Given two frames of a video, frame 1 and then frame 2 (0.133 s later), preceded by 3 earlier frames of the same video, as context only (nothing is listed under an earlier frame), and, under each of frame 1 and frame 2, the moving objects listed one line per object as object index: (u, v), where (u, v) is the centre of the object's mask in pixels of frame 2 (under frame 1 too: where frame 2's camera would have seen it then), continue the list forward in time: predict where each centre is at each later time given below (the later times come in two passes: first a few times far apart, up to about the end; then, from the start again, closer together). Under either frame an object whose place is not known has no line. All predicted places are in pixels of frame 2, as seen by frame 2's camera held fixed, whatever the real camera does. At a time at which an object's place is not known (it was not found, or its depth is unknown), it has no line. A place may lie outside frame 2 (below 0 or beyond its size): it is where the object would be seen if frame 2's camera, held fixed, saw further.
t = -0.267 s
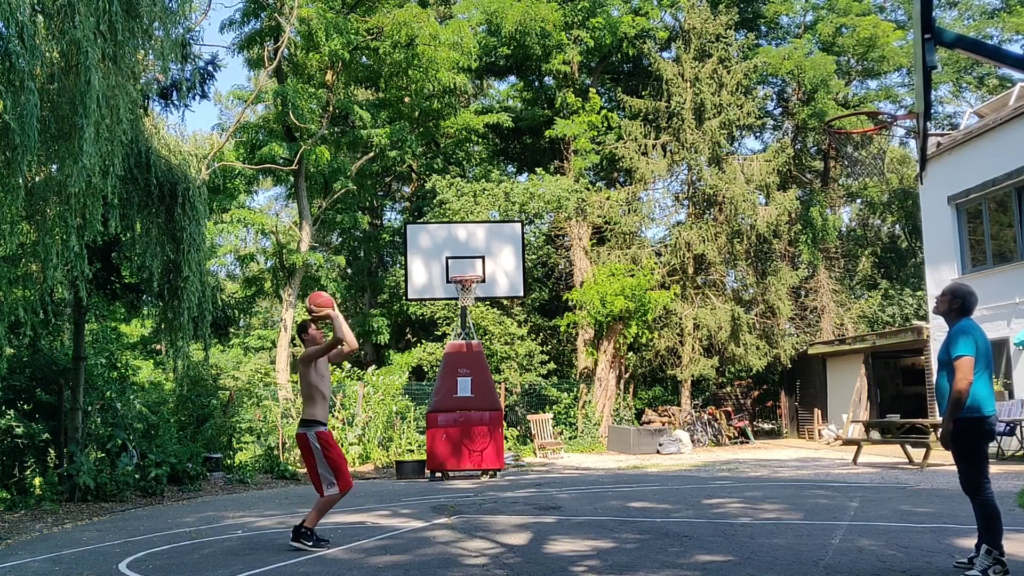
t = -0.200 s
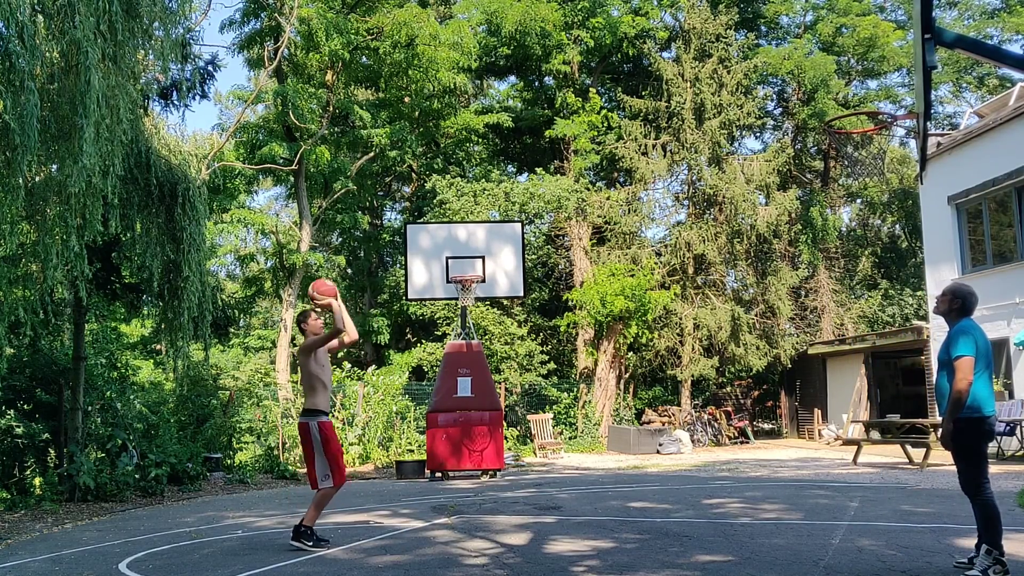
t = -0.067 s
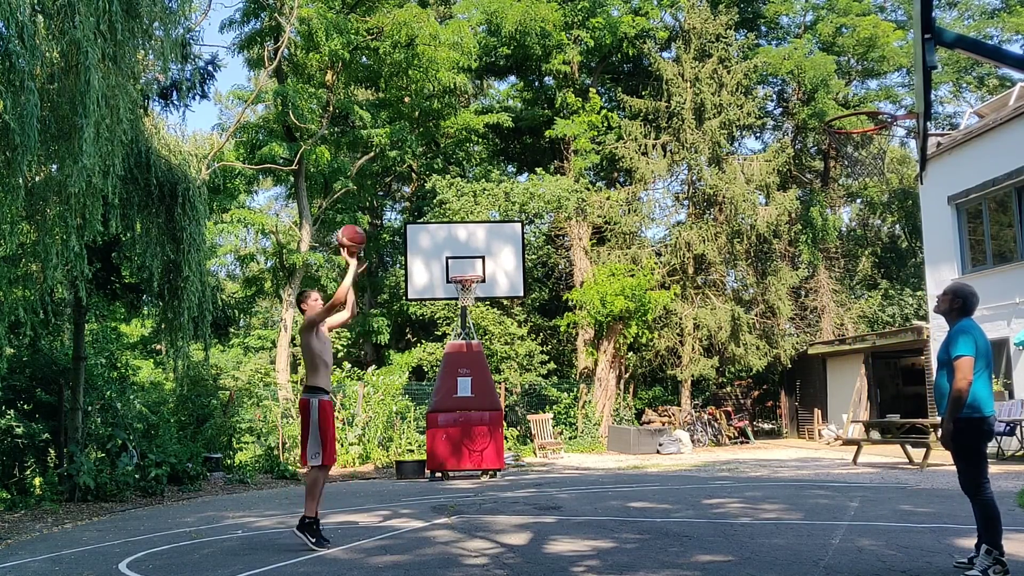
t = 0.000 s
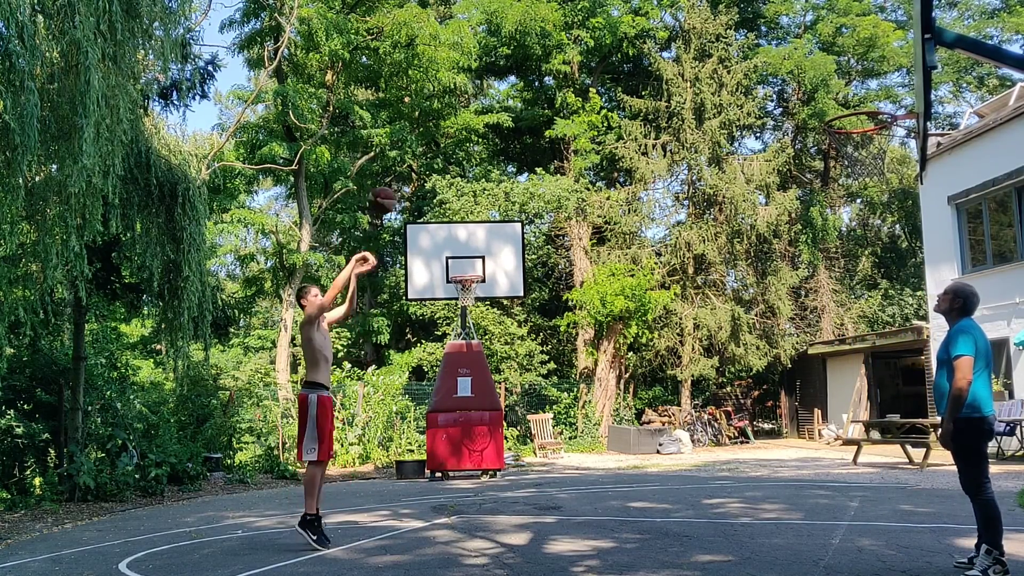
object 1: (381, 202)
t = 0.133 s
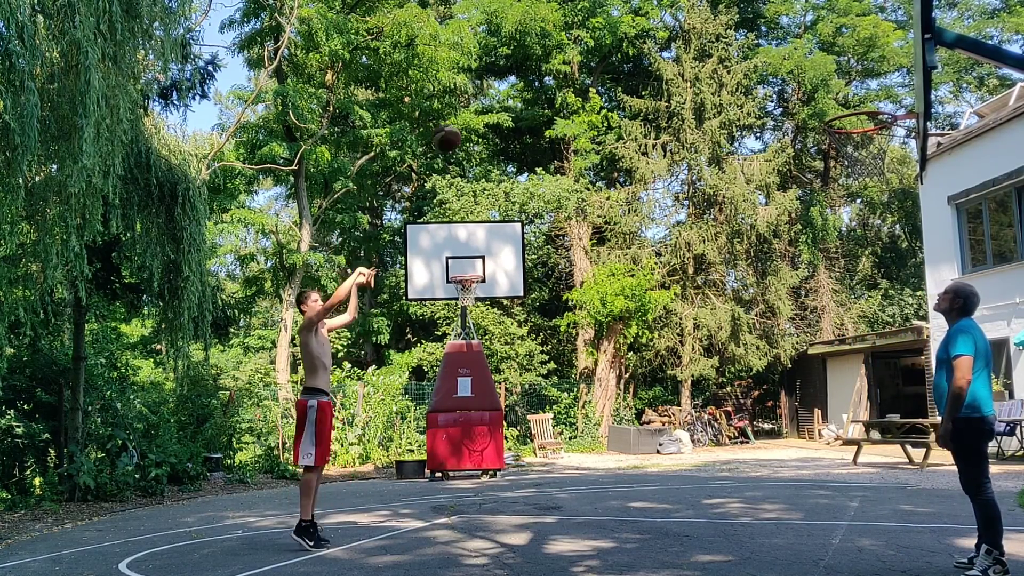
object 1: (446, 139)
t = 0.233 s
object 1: (496, 103)
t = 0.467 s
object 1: (622, 60)
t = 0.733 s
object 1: (786, 92)
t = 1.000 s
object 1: (898, 96)
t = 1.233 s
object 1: (846, 126)
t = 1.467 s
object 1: (886, 160)
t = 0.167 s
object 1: (463, 126)
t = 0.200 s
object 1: (480, 113)
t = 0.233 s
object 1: (496, 103)
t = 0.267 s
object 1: (514, 93)
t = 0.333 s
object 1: (549, 77)
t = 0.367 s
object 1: (566, 72)
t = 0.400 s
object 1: (585, 66)
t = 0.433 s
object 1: (603, 62)
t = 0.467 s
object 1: (622, 60)
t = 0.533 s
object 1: (661, 59)
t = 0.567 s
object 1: (681, 61)
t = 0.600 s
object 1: (701, 64)
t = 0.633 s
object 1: (721, 68)
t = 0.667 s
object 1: (743, 74)
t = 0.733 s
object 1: (786, 92)
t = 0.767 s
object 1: (809, 101)
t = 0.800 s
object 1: (826, 108)
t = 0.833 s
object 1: (839, 103)
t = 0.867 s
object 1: (851, 99)
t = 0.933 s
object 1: (875, 94)
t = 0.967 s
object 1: (888, 95)
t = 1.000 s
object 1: (898, 96)
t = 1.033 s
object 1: (889, 96)
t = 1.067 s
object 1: (880, 97)
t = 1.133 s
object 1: (862, 105)
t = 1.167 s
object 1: (853, 111)
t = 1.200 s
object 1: (844, 119)
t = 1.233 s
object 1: (846, 126)
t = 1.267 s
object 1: (854, 131)
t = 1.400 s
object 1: (880, 157)
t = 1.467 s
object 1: (886, 160)
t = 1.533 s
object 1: (888, 165)
